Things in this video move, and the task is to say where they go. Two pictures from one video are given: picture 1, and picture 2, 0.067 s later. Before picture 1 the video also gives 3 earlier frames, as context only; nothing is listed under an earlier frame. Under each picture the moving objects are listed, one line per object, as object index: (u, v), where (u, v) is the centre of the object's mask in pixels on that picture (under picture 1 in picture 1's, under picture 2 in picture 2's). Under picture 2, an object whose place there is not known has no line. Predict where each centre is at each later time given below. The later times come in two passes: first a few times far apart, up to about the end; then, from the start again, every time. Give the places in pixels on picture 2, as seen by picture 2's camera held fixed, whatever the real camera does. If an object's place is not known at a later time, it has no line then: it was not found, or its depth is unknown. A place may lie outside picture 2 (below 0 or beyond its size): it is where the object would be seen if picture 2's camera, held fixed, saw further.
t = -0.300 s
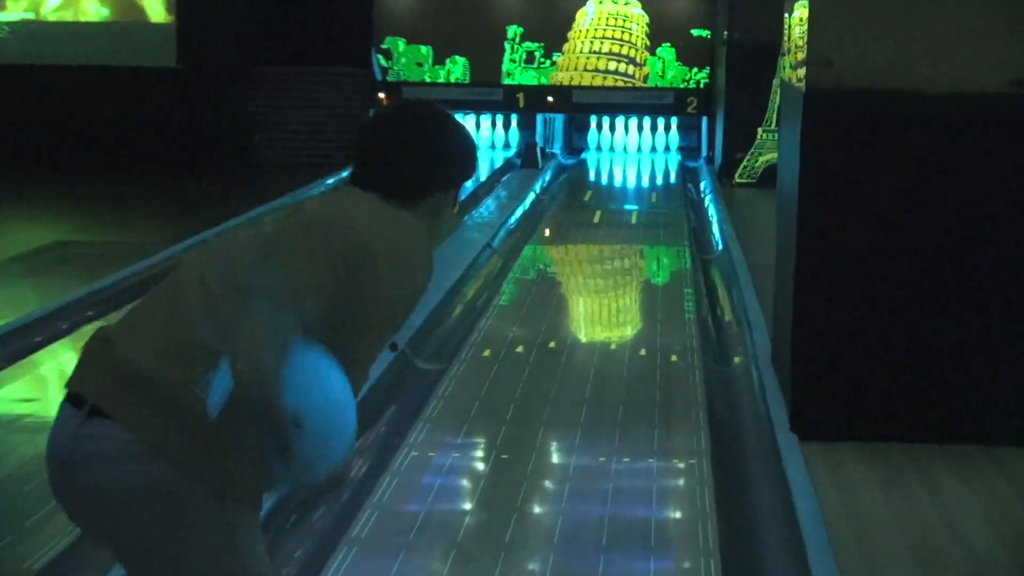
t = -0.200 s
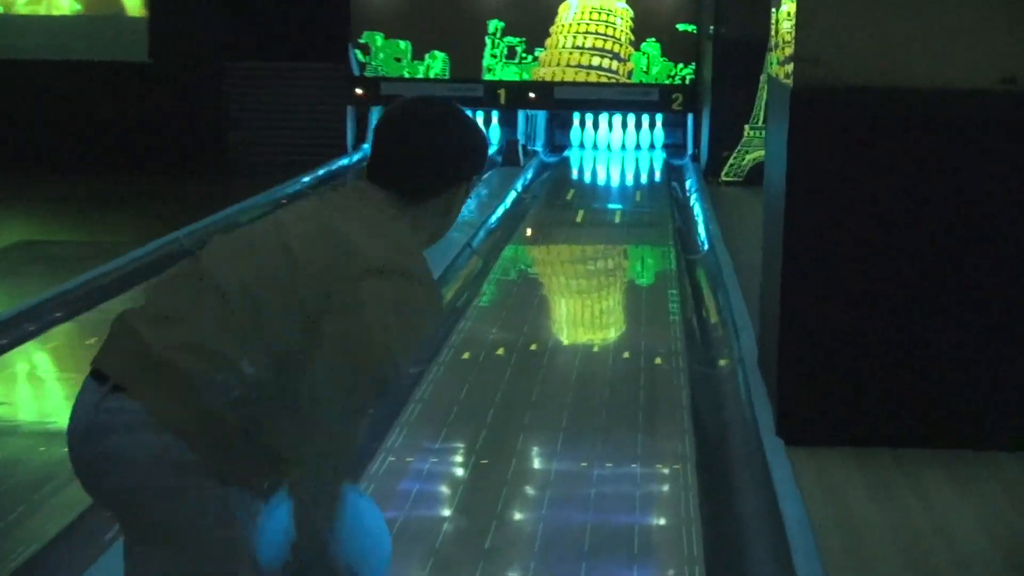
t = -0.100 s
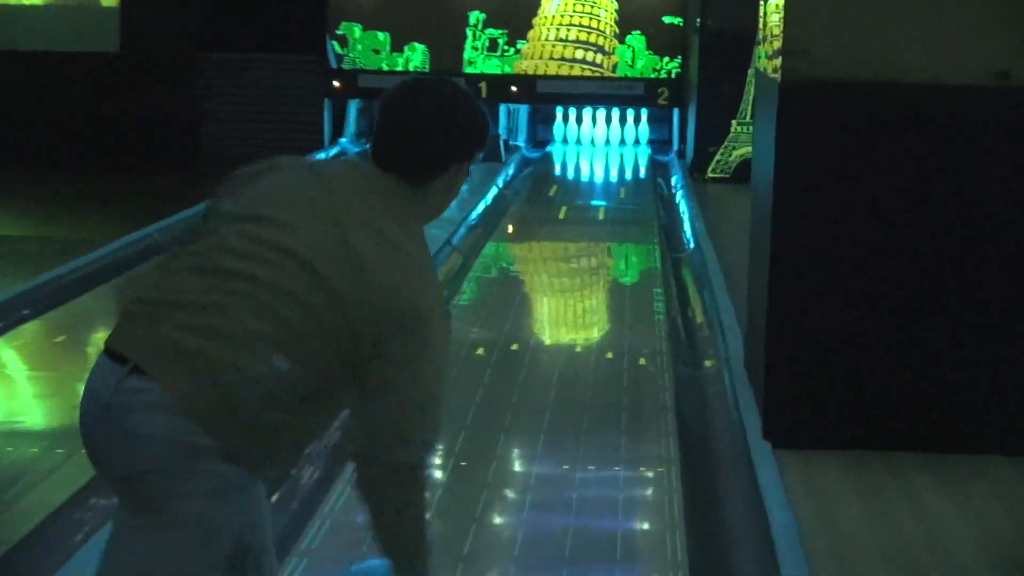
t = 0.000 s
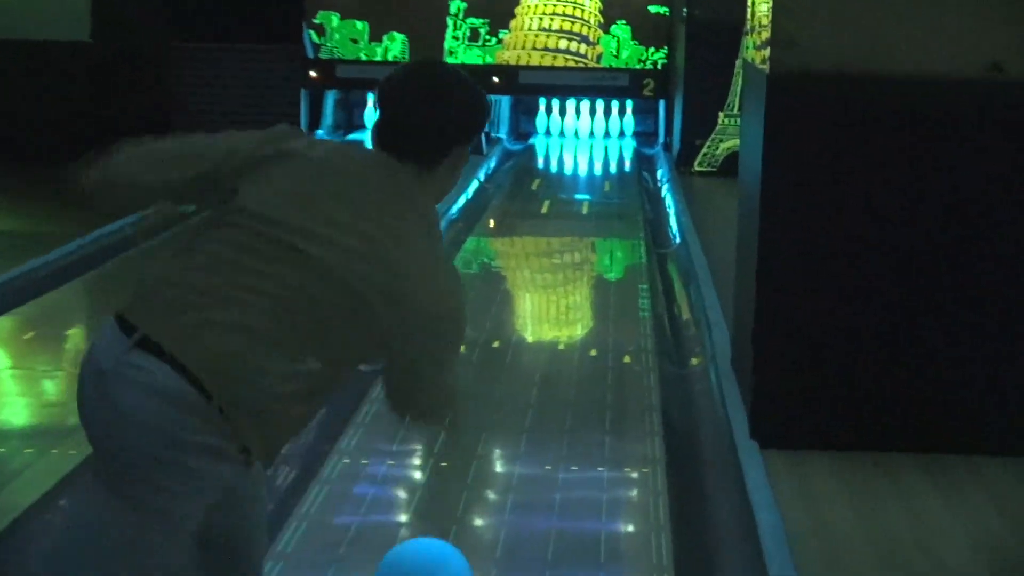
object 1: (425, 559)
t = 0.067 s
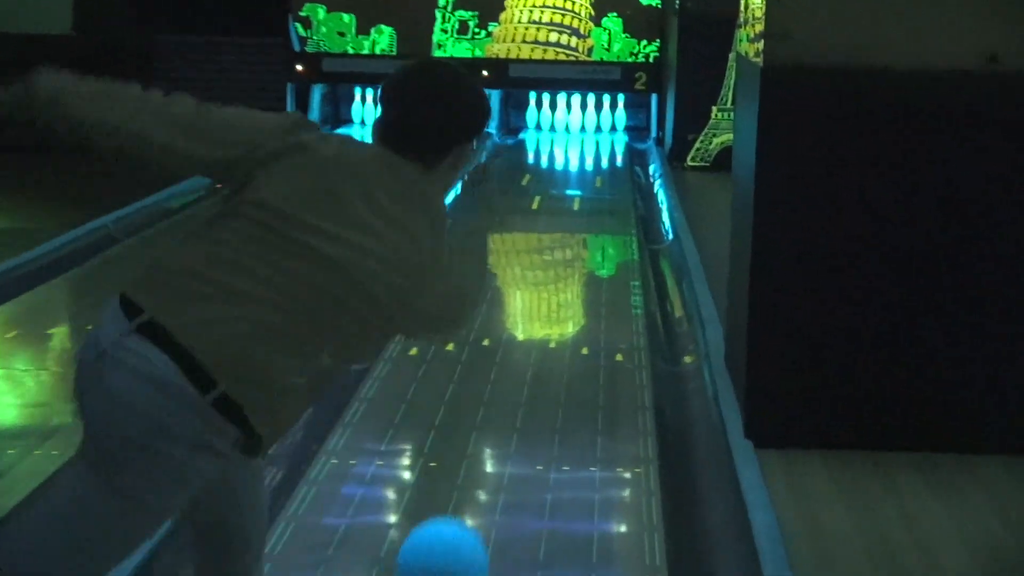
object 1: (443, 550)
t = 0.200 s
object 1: (487, 478)
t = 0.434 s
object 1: (534, 378)
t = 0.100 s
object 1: (456, 534)
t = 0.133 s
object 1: (467, 513)
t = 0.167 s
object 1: (477, 497)
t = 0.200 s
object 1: (487, 478)
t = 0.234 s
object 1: (496, 460)
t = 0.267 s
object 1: (503, 444)
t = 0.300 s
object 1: (510, 428)
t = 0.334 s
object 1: (517, 413)
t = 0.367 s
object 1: (524, 399)
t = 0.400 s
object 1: (530, 386)
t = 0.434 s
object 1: (534, 378)
